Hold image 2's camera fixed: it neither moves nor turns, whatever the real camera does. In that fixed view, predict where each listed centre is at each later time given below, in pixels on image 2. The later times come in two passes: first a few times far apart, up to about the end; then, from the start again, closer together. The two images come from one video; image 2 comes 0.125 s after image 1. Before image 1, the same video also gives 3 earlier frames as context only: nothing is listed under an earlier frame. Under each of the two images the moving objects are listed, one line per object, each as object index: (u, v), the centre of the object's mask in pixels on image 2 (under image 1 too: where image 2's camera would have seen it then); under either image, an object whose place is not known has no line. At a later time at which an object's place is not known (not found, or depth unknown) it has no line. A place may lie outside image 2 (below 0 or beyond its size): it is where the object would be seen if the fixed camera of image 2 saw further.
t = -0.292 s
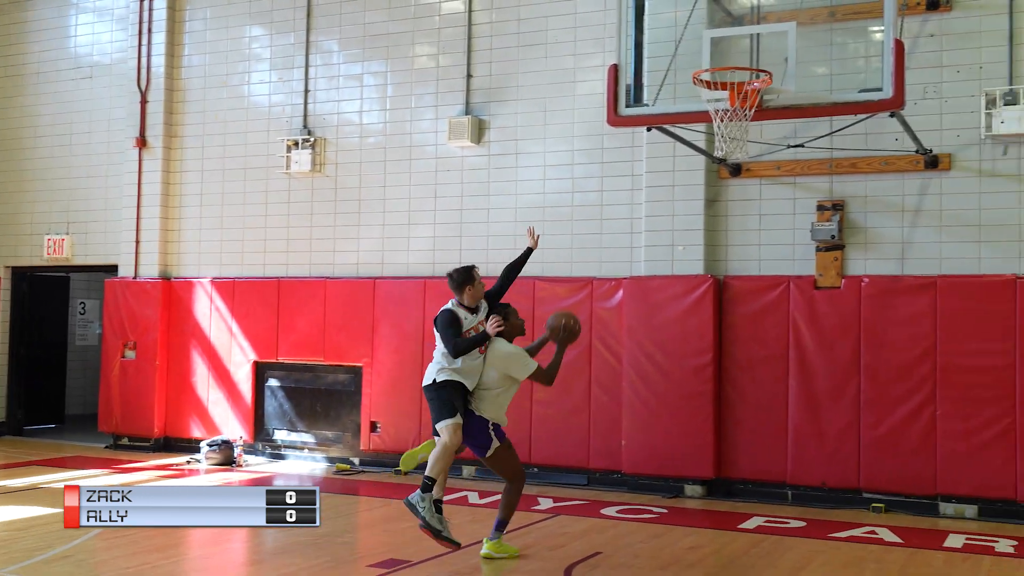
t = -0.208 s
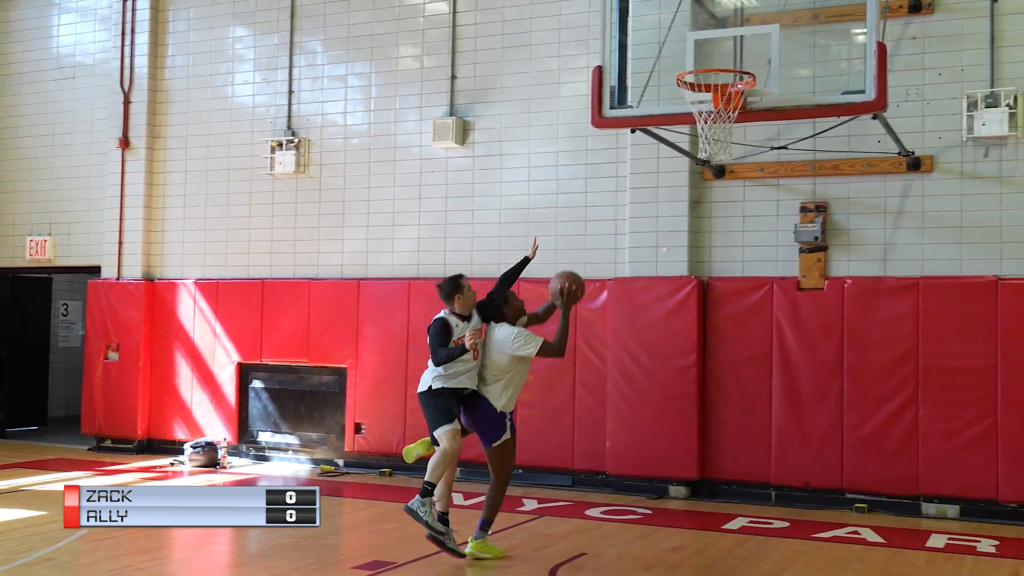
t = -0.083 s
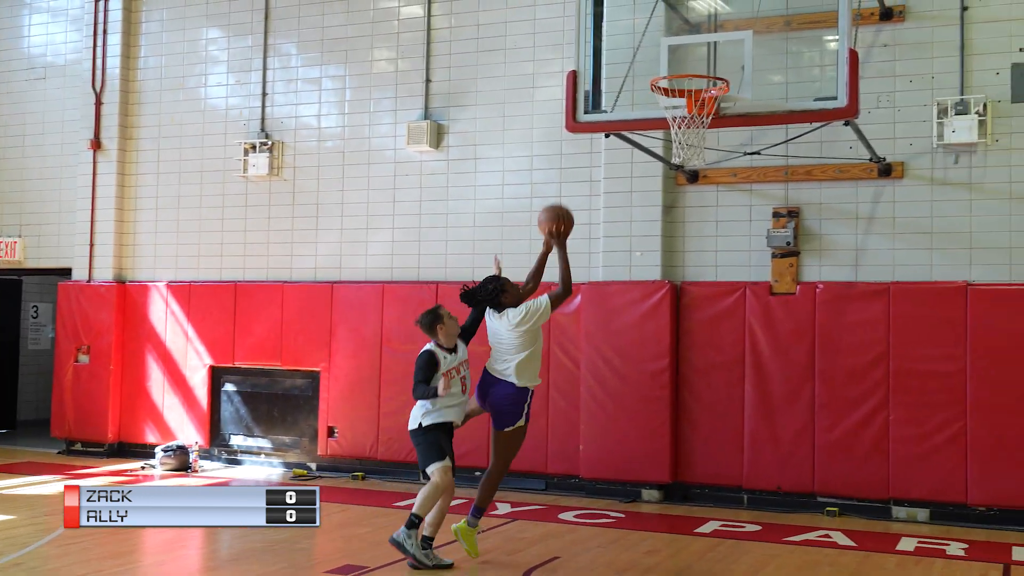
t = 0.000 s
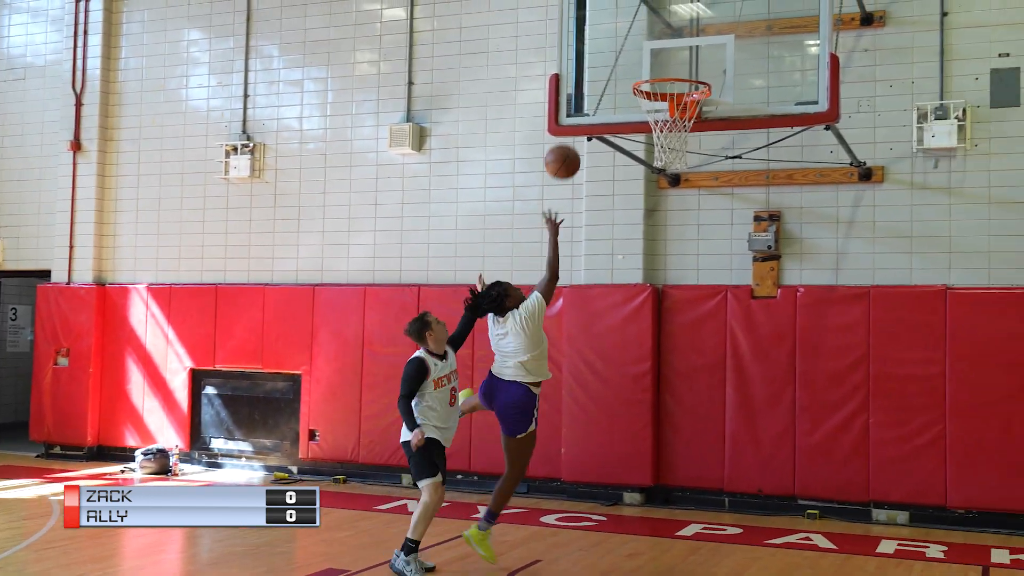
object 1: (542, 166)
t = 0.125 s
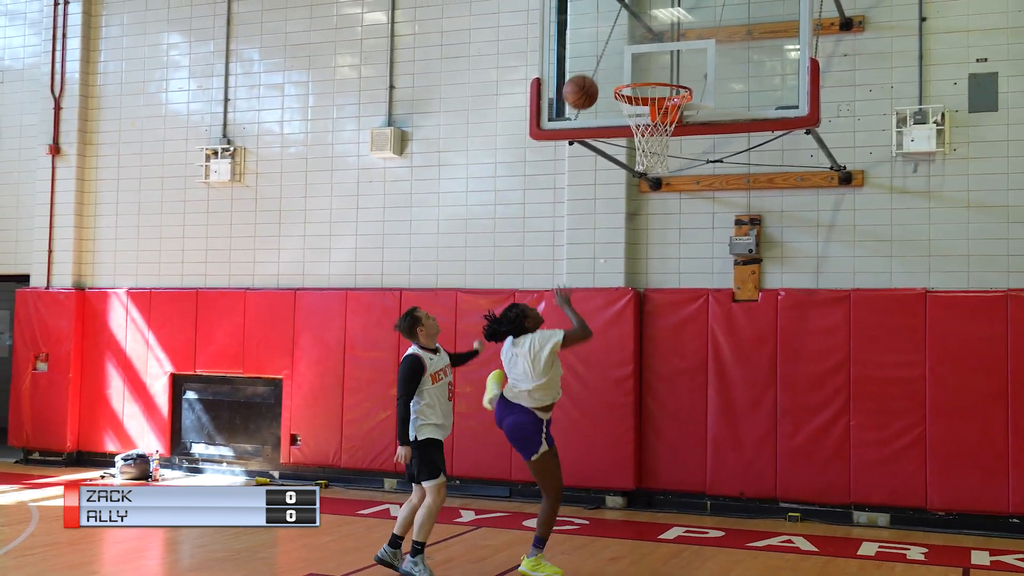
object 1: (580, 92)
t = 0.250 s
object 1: (616, 42)
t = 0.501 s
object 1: (652, 21)
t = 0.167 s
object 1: (593, 73)
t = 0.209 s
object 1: (605, 56)
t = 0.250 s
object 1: (616, 42)
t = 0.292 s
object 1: (628, 32)
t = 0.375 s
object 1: (640, 20)
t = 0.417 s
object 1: (644, 18)
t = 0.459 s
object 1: (648, 18)
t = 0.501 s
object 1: (652, 21)
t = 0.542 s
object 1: (656, 27)
